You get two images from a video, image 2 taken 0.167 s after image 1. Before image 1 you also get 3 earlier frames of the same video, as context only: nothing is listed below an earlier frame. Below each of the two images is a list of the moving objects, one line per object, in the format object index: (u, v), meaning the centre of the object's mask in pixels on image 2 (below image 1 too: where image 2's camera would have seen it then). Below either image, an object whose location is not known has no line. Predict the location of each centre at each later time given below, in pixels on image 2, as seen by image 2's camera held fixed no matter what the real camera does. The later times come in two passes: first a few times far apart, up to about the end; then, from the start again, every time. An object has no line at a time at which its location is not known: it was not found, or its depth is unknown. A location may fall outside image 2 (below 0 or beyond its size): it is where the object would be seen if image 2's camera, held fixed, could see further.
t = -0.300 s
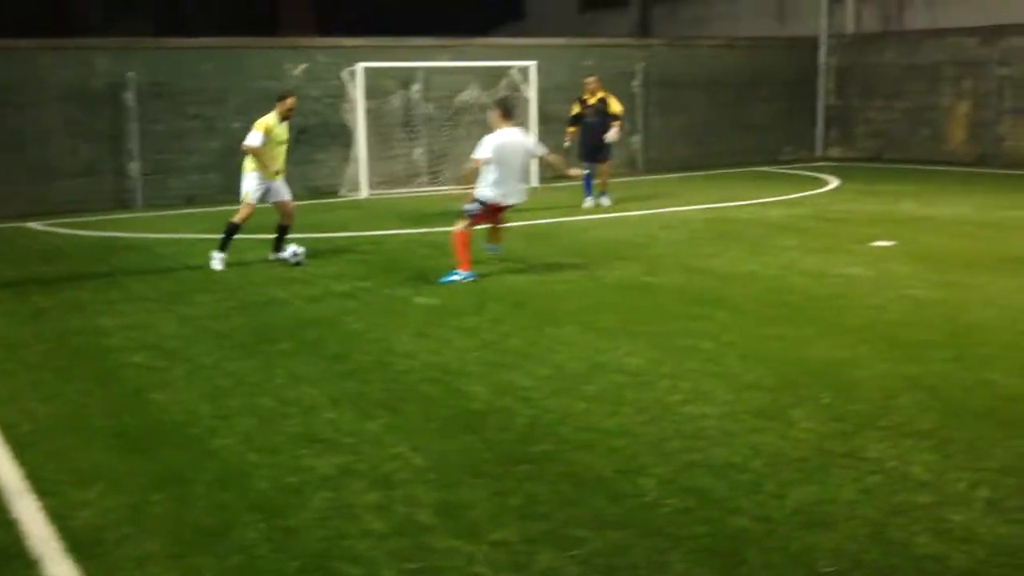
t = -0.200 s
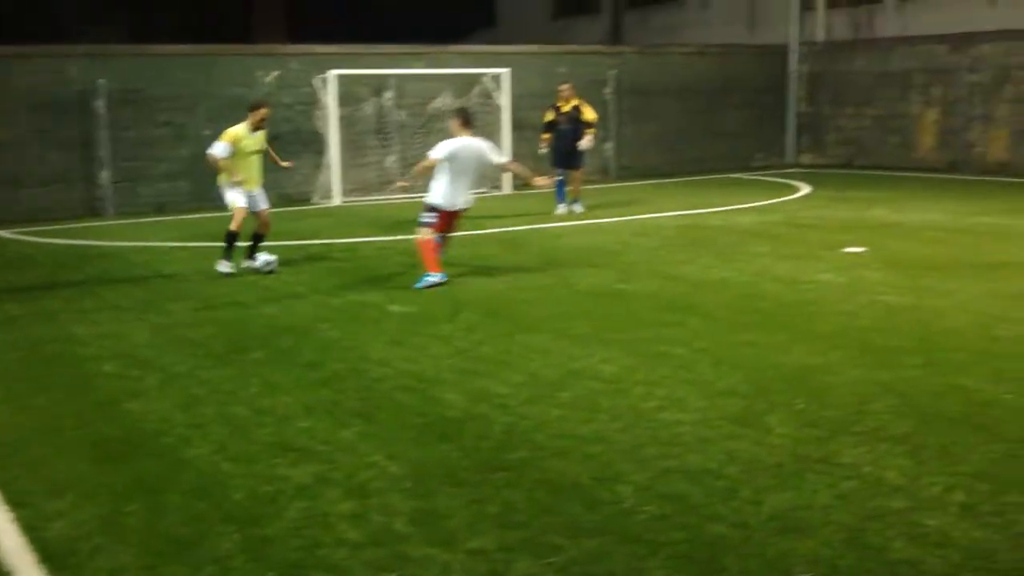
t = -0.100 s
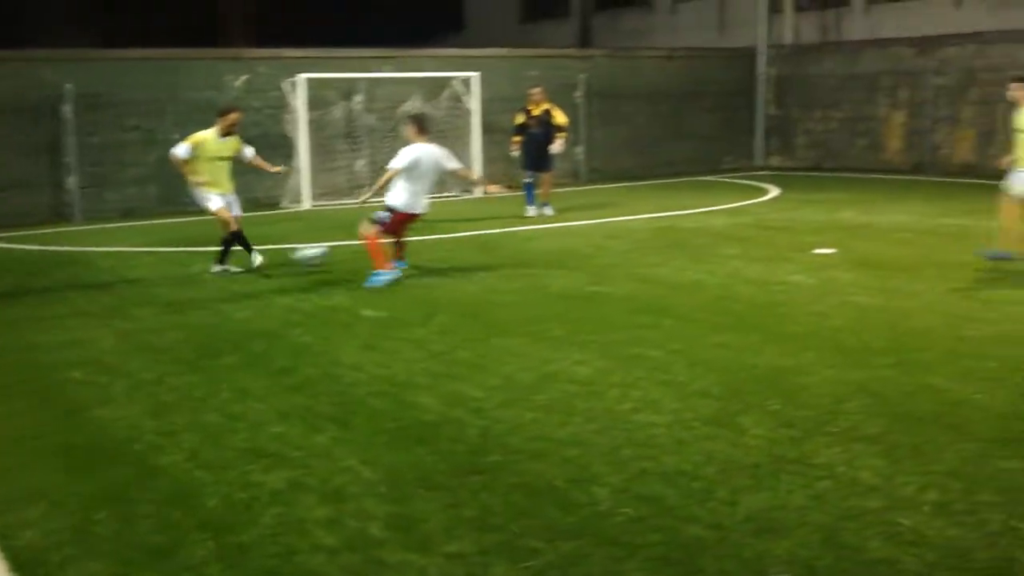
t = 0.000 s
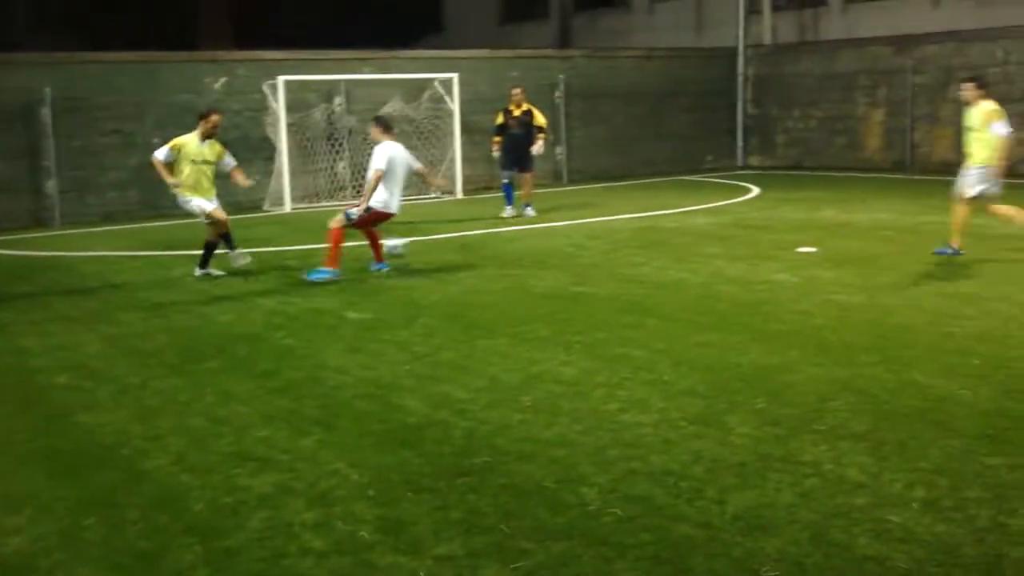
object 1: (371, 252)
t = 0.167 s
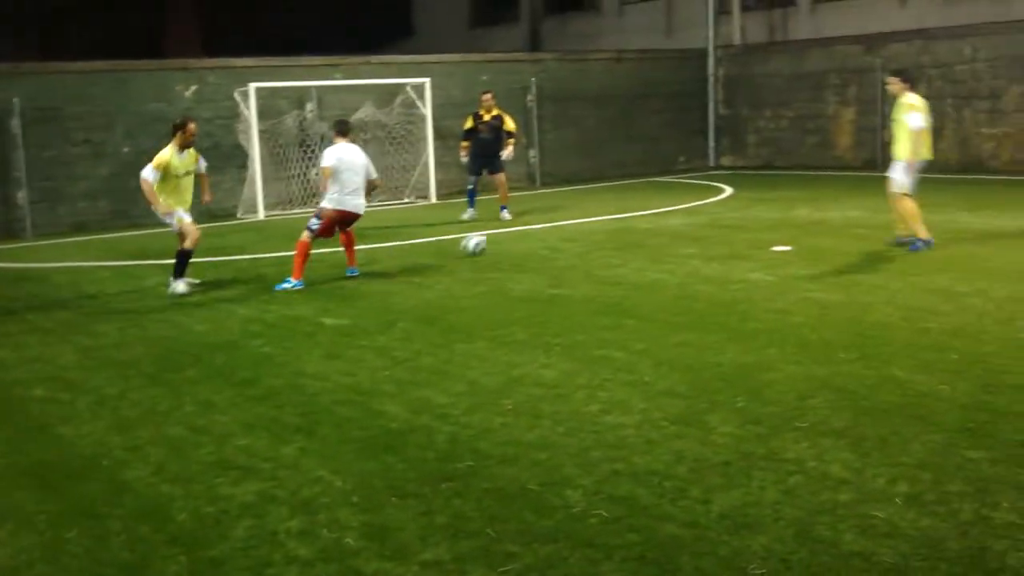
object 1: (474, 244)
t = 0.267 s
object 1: (521, 236)
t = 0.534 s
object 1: (614, 224)
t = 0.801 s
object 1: (689, 216)
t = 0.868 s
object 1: (707, 210)
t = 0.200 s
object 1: (490, 240)
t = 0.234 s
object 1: (505, 238)
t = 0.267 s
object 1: (521, 236)
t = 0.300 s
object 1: (536, 235)
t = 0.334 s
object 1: (549, 235)
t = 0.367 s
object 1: (561, 233)
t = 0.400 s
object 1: (573, 228)
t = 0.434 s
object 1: (582, 226)
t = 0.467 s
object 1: (594, 224)
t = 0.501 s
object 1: (604, 224)
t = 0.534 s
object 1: (614, 224)
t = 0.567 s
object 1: (624, 225)
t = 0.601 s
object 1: (635, 223)
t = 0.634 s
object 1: (645, 220)
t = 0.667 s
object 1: (654, 217)
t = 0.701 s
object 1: (663, 216)
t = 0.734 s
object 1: (671, 215)
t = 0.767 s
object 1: (681, 215)
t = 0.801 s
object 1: (689, 216)
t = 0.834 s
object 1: (698, 212)
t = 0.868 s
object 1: (707, 210)
